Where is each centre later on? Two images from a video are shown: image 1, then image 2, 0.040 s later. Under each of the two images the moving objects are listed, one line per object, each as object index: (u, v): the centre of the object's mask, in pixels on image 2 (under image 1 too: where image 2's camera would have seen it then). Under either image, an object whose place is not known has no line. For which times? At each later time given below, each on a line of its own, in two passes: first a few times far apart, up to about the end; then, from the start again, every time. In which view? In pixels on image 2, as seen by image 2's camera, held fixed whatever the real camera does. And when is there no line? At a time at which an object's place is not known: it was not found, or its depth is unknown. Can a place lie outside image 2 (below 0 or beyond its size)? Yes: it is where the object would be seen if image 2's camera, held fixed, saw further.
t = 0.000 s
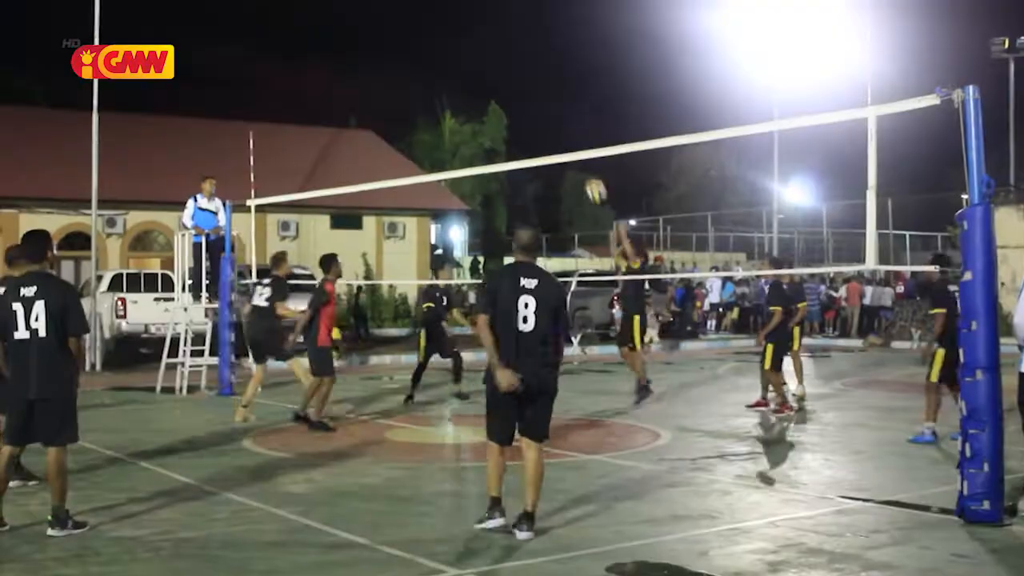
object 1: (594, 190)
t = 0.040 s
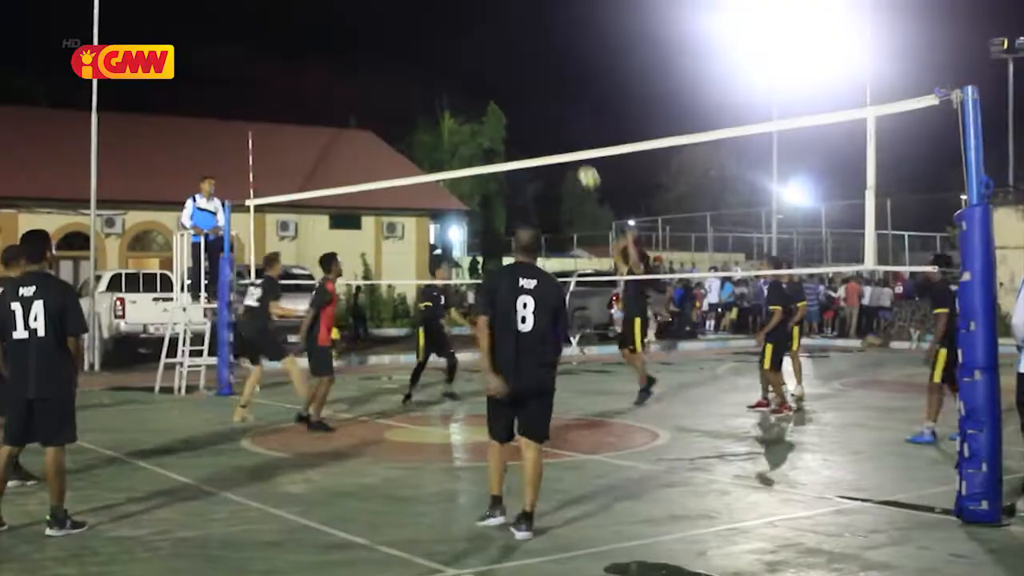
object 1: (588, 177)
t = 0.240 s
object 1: (559, 128)
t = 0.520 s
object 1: (521, 116)
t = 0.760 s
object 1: (489, 155)
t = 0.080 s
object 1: (583, 167)
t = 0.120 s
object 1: (576, 151)
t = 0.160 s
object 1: (570, 142)
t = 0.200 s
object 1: (565, 135)
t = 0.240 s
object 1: (559, 128)
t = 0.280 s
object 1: (554, 122)
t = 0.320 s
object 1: (548, 118)
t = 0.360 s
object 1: (543, 115)
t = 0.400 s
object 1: (537, 113)
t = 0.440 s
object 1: (531, 113)
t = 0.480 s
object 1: (526, 113)
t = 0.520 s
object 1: (521, 116)
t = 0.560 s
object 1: (515, 120)
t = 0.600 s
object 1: (510, 124)
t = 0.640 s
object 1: (504, 130)
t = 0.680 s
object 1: (499, 137)
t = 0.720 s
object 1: (494, 146)
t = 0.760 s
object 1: (489, 155)
